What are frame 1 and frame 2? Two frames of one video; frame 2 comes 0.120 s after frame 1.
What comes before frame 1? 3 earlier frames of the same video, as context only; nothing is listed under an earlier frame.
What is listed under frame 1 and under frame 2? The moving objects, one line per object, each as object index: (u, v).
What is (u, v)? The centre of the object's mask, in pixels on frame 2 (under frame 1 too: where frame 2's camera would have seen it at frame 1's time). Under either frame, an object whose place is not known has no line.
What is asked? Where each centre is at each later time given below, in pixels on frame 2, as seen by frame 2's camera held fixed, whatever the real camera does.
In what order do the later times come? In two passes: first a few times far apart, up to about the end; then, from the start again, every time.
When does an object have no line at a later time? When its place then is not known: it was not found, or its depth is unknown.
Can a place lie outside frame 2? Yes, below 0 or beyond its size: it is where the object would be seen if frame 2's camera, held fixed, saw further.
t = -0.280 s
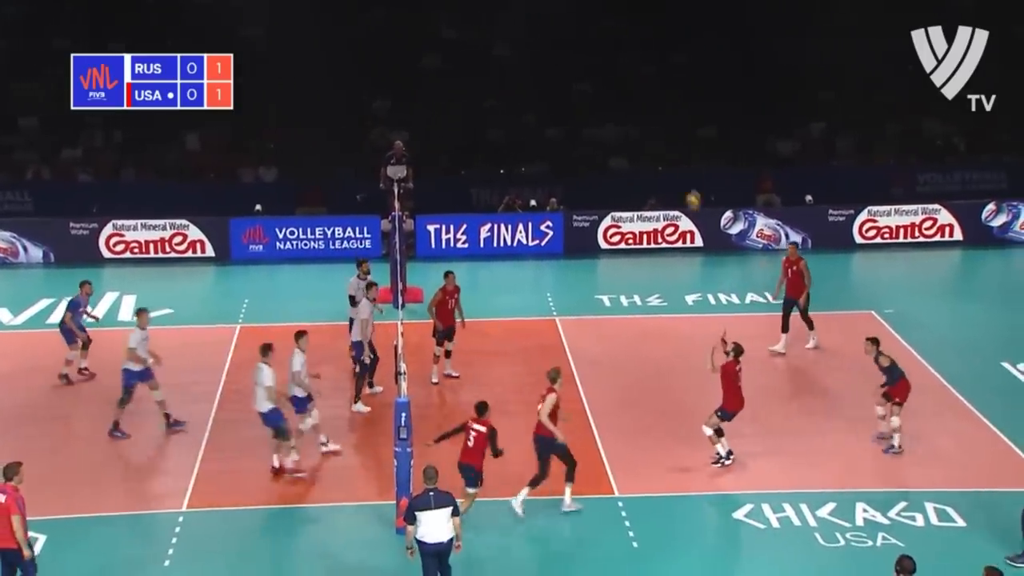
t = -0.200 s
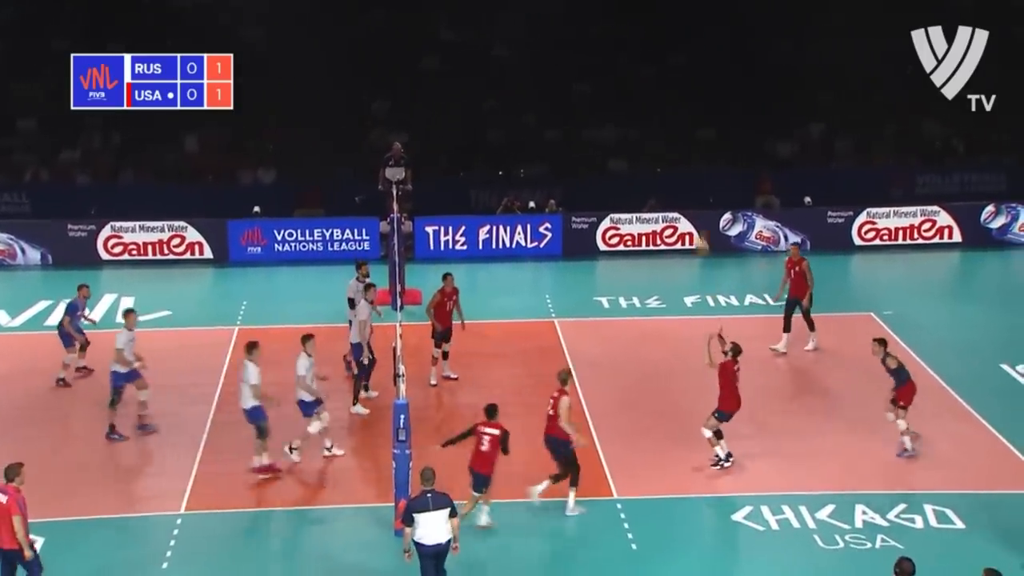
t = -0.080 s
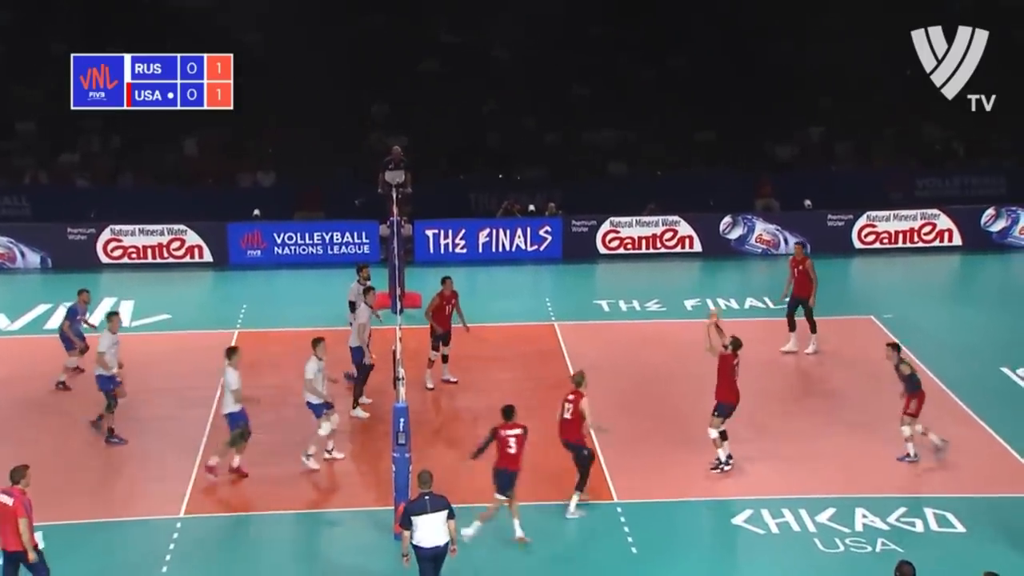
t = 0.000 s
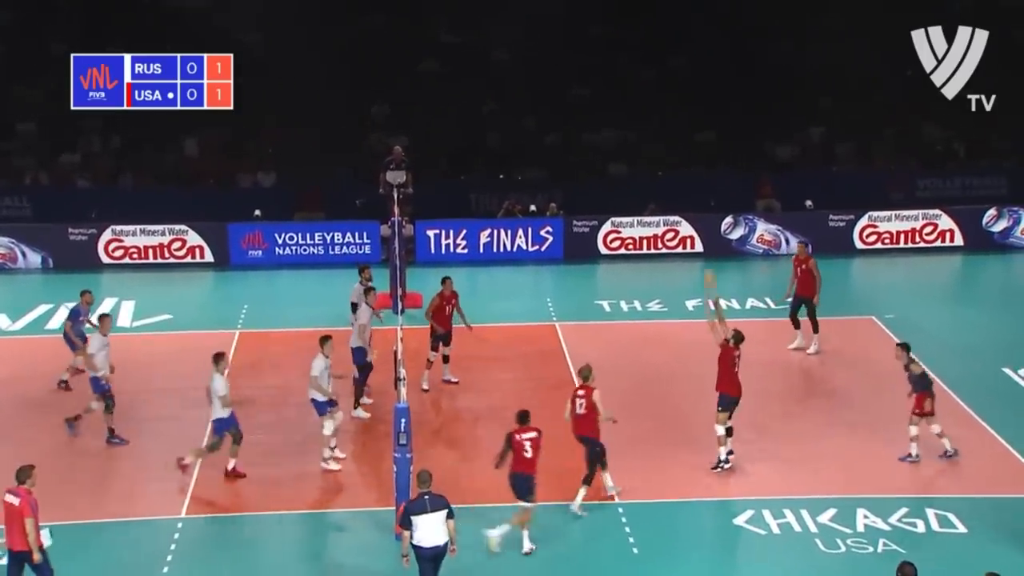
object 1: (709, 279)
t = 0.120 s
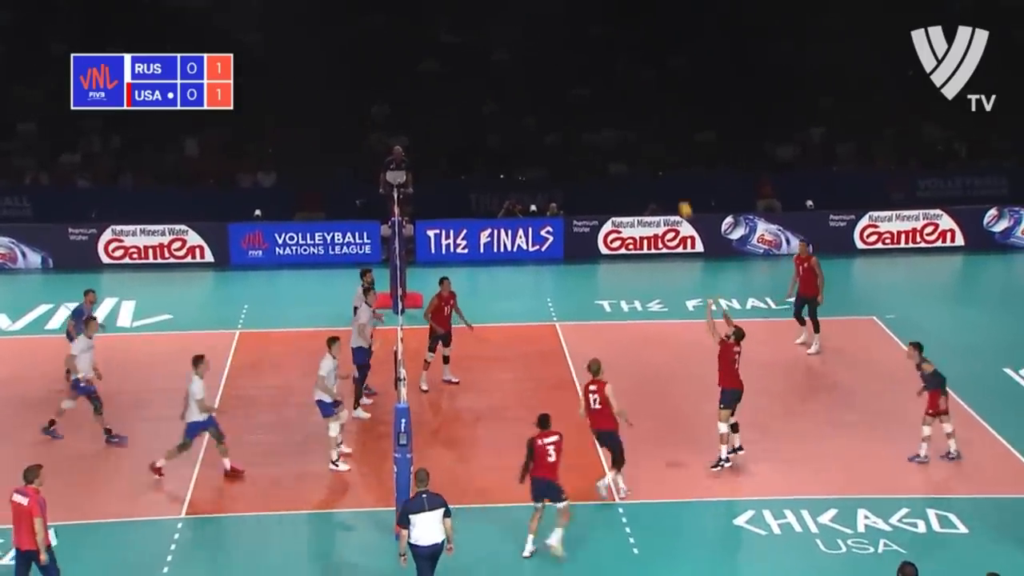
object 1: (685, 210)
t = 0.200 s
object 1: (670, 170)
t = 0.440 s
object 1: (625, 79)
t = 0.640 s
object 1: (590, 33)
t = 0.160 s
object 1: (678, 191)
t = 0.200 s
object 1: (670, 170)
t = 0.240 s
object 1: (662, 152)
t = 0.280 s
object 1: (655, 134)
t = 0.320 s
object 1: (647, 119)
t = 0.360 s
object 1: (640, 104)
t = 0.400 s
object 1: (632, 91)
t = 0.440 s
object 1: (625, 79)
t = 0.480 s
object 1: (618, 67)
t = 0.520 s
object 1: (610, 56)
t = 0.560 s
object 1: (603, 49)
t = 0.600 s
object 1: (597, 40)
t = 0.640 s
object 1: (590, 33)
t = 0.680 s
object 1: (583, 27)
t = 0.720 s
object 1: (576, 23)
